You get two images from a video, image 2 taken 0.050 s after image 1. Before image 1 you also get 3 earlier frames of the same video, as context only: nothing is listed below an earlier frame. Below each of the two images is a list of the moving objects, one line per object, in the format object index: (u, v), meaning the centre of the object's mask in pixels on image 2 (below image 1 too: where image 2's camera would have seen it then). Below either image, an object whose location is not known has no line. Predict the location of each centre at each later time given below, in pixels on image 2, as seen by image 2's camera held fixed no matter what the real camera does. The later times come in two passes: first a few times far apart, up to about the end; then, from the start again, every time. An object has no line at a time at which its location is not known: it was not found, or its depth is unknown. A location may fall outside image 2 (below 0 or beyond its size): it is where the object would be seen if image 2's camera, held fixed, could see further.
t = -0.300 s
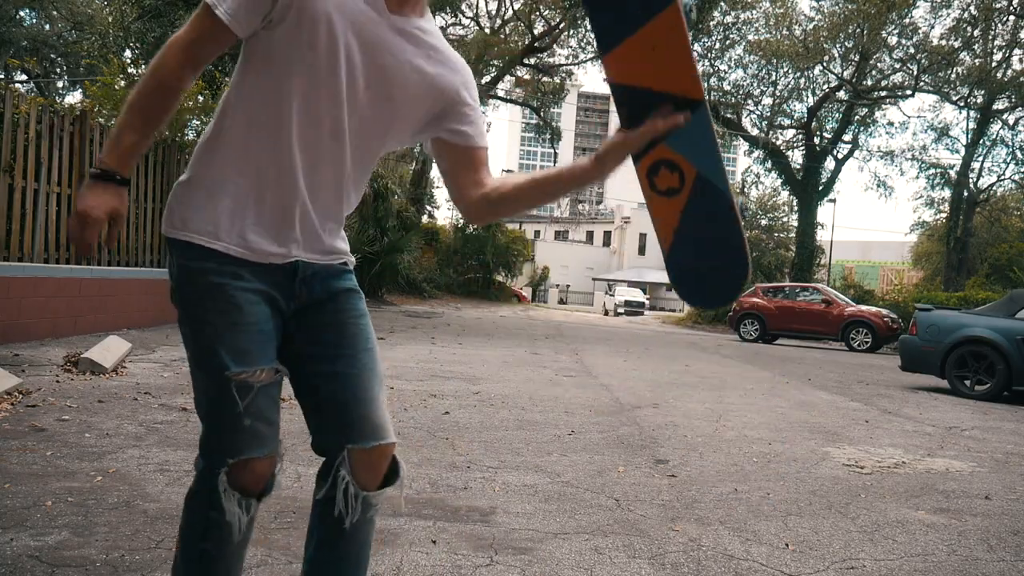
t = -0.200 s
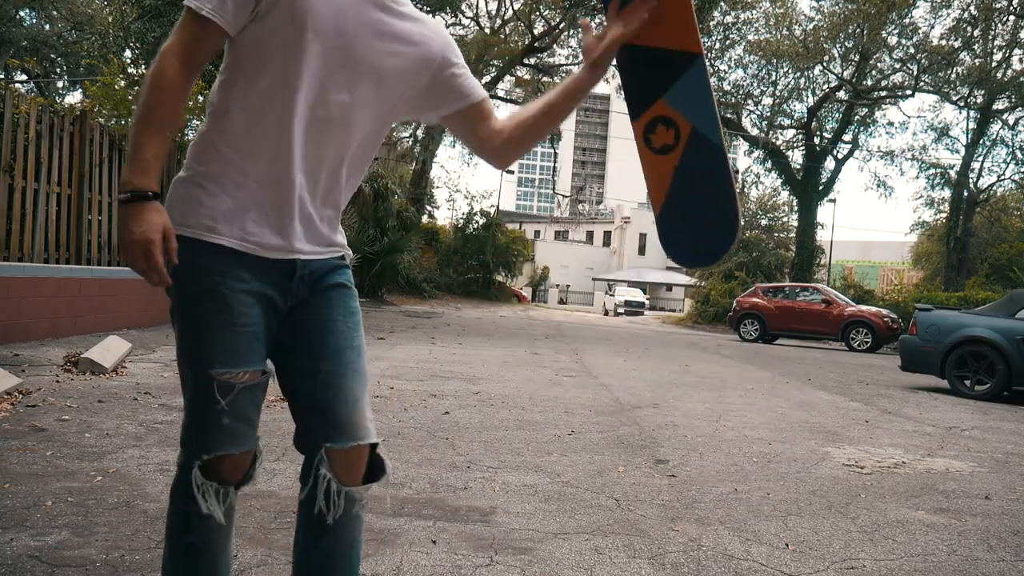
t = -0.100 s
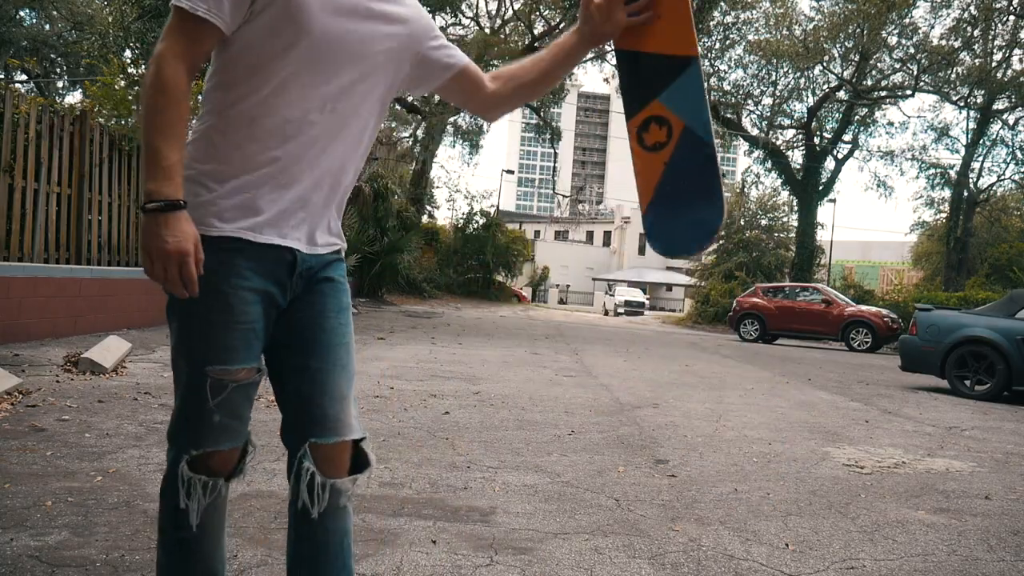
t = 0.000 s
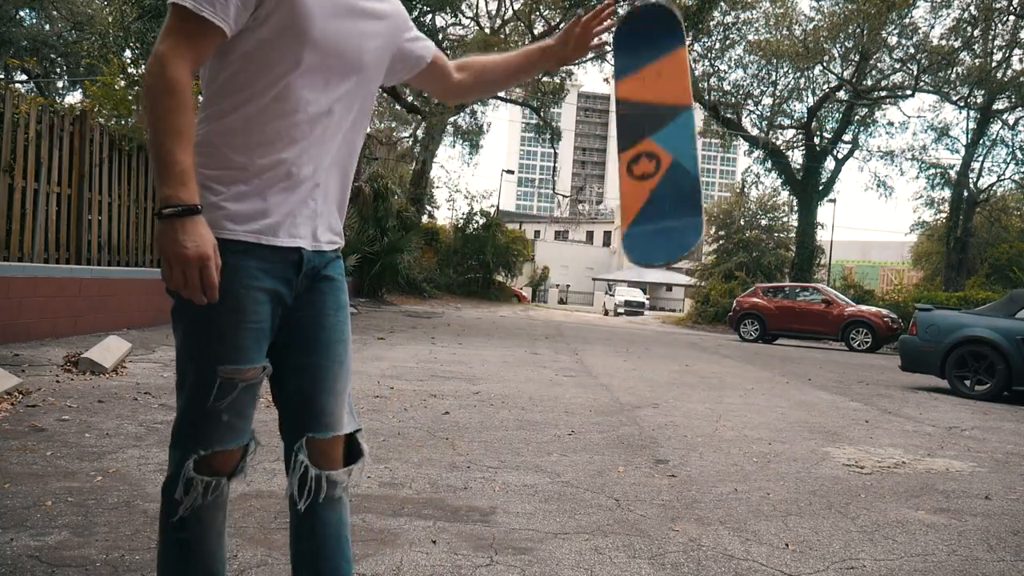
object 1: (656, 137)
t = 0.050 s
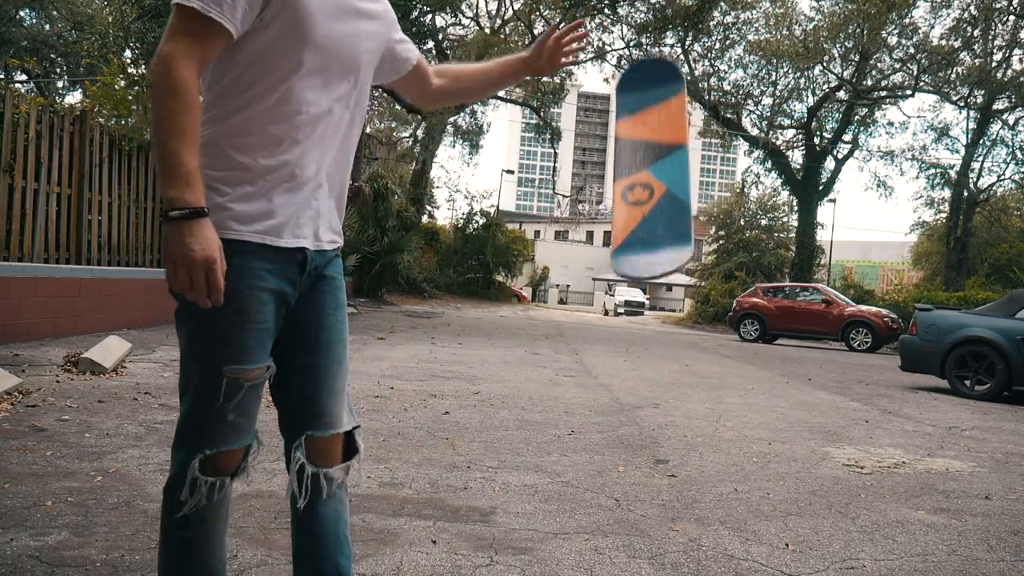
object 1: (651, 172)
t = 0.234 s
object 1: (630, 353)
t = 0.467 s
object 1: (600, 527)
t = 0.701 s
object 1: (584, 520)
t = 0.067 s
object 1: (650, 184)
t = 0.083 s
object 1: (648, 197)
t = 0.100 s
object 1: (646, 210)
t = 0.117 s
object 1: (644, 227)
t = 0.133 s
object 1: (642, 242)
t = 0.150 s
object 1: (641, 258)
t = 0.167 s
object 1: (639, 275)
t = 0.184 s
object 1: (637, 293)
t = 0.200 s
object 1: (634, 313)
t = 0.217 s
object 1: (633, 329)
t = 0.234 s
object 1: (630, 353)
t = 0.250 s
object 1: (628, 373)
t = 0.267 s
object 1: (625, 394)
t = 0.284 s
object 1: (622, 417)
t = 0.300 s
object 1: (620, 440)
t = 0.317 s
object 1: (617, 463)
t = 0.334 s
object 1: (614, 485)
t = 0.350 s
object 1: (612, 509)
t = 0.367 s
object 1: (612, 534)
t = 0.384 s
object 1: (607, 547)
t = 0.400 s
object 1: (604, 547)
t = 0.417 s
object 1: (602, 541)
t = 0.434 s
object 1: (601, 535)
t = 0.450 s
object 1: (601, 530)
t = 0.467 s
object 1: (600, 527)
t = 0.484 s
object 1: (600, 524)
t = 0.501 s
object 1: (598, 521)
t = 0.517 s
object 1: (597, 520)
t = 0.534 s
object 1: (596, 517)
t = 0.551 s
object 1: (594, 516)
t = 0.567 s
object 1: (593, 514)
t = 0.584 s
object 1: (591, 515)
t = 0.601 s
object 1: (588, 514)
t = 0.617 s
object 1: (586, 514)
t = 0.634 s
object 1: (584, 515)
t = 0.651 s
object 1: (585, 518)
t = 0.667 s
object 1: (585, 521)
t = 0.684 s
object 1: (585, 521)
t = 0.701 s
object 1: (584, 520)
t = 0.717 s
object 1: (582, 521)
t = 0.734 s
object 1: (580, 519)
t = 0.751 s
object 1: (579, 518)
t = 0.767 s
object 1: (577, 517)
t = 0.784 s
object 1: (574, 516)
